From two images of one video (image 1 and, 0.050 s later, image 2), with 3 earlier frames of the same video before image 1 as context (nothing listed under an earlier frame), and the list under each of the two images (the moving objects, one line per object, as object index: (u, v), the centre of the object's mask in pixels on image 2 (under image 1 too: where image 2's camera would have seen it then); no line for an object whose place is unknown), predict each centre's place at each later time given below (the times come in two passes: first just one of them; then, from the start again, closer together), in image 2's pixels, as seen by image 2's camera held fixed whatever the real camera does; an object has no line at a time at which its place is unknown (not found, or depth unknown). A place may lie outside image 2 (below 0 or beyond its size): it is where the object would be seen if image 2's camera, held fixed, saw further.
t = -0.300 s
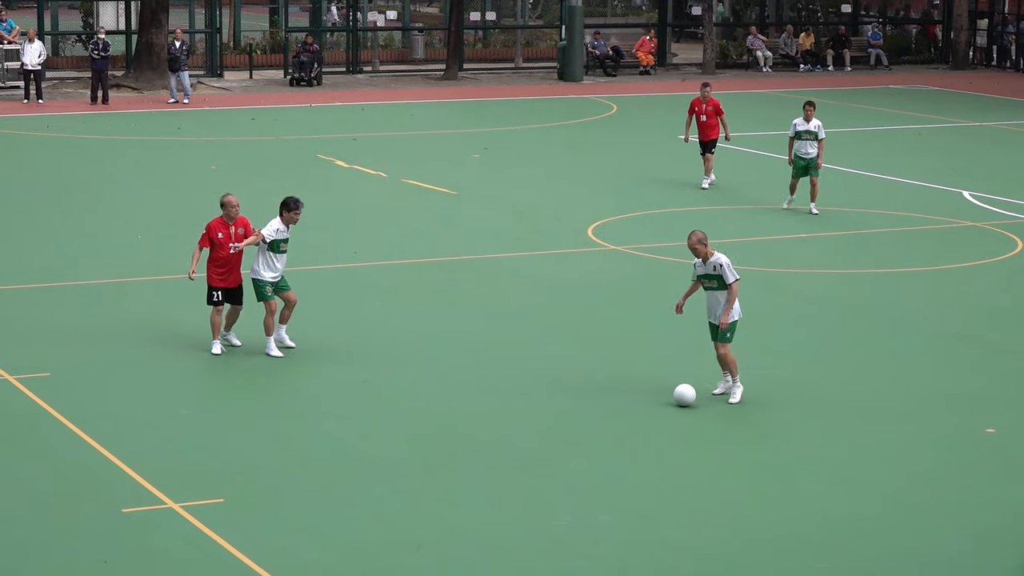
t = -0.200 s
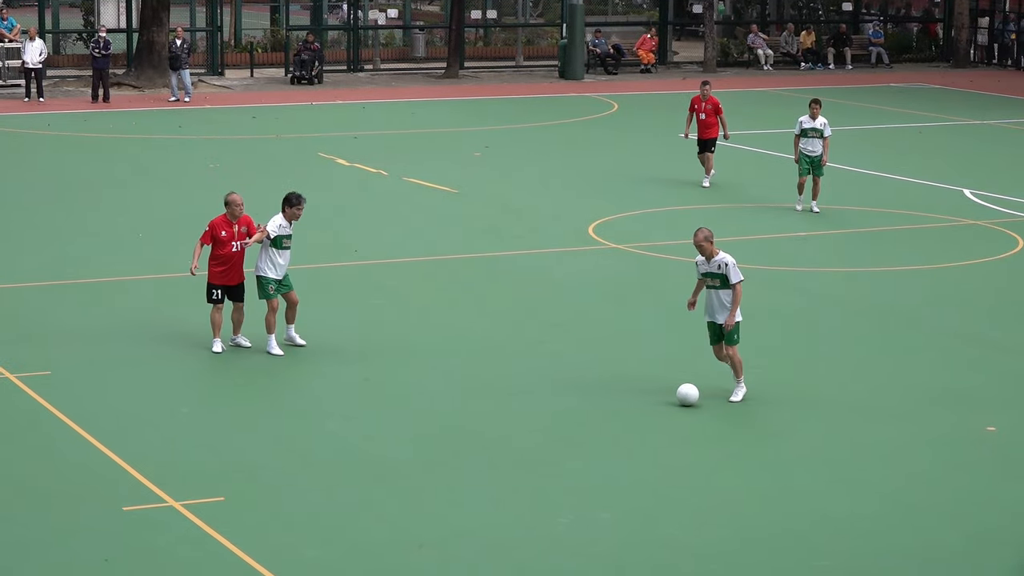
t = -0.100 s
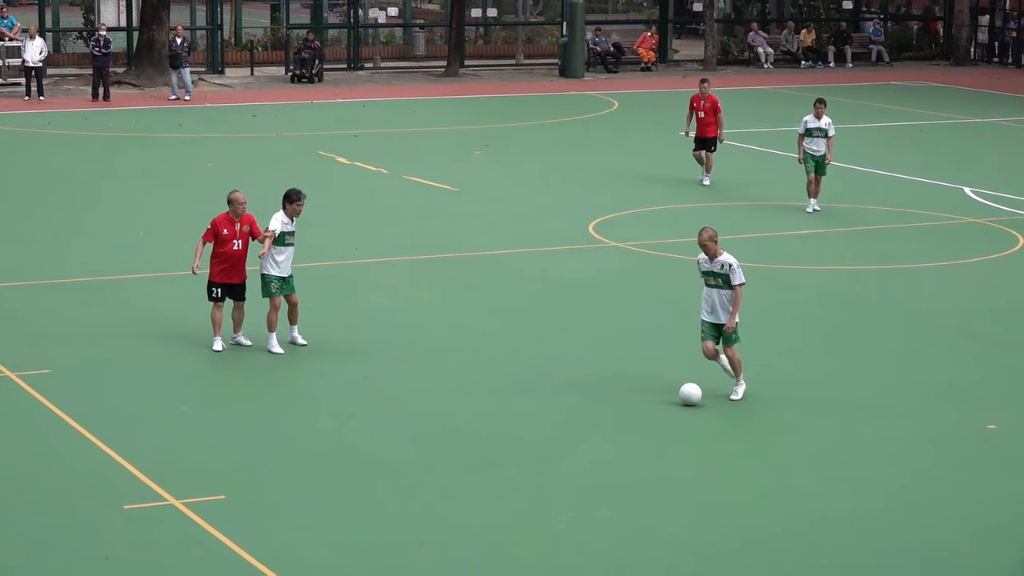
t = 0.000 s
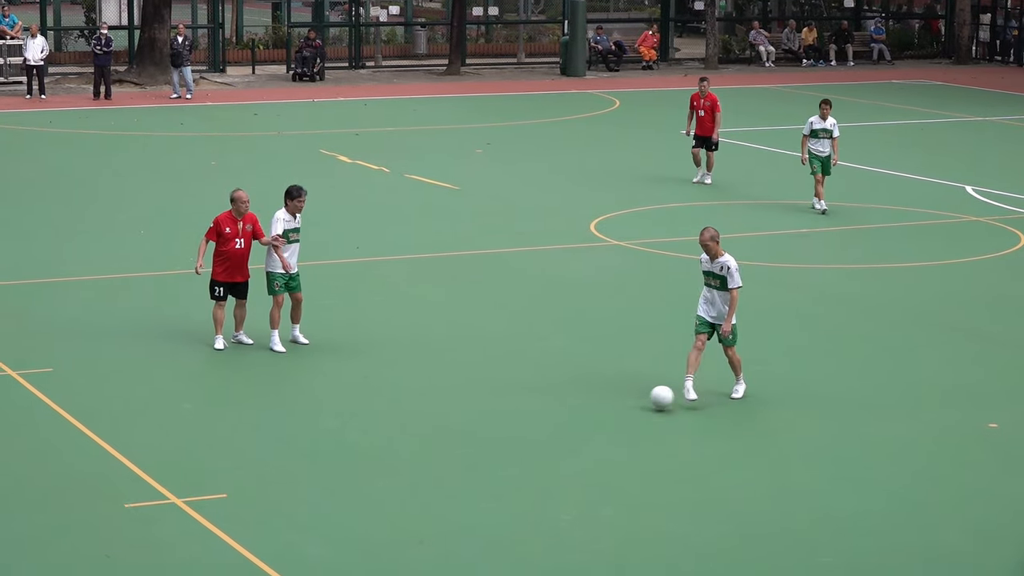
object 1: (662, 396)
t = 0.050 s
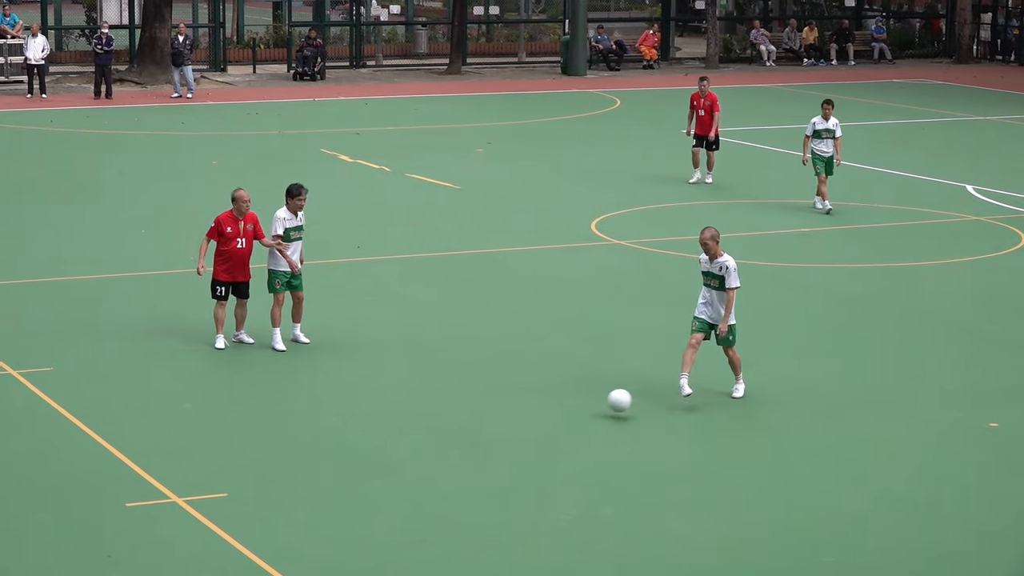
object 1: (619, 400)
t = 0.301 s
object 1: (396, 441)
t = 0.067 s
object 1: (605, 402)
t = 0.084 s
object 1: (590, 405)
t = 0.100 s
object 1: (575, 407)
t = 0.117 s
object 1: (559, 411)
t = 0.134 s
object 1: (545, 414)
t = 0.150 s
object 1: (529, 418)
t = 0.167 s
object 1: (514, 422)
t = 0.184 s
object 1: (497, 428)
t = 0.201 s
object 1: (481, 432)
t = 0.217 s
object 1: (467, 434)
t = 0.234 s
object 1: (453, 434)
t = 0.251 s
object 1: (439, 435)
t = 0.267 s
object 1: (425, 436)
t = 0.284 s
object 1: (411, 439)
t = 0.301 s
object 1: (396, 441)
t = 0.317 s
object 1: (381, 444)
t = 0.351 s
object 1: (351, 451)
